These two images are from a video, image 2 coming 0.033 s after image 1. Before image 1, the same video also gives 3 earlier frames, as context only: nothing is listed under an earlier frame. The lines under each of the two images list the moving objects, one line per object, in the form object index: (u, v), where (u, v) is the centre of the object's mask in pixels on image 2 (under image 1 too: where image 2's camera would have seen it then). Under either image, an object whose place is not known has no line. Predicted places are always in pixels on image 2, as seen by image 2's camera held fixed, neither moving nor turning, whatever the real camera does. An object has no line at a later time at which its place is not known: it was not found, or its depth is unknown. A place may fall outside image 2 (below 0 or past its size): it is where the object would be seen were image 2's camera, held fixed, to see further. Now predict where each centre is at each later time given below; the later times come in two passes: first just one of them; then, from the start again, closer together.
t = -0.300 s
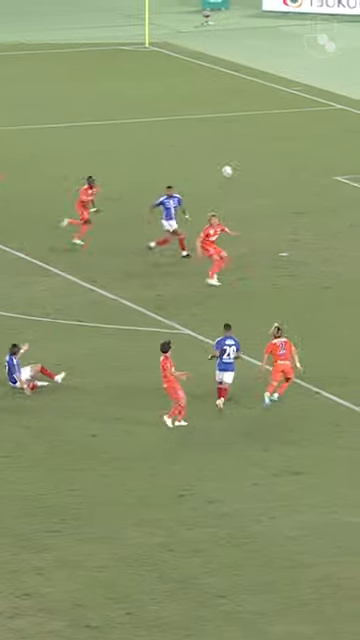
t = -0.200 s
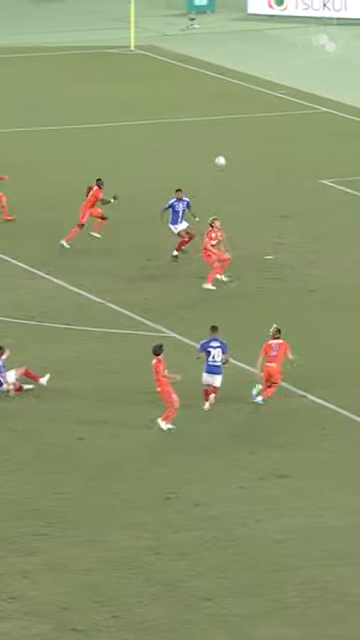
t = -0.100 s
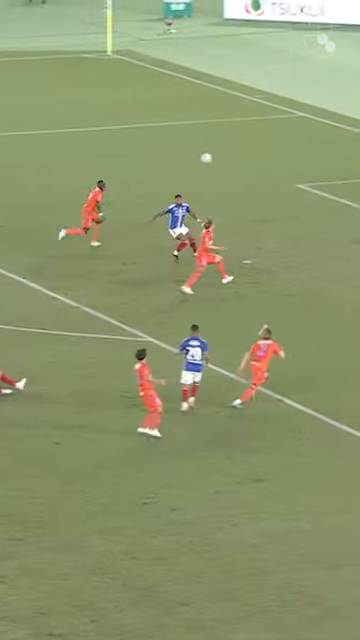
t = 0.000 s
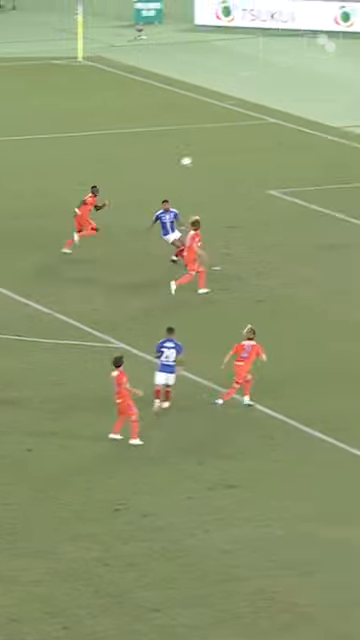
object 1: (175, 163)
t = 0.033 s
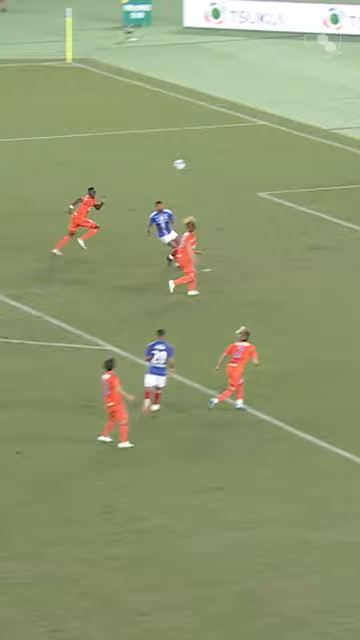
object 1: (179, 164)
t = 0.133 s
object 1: (188, 168)
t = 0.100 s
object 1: (185, 166)
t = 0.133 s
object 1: (188, 168)
